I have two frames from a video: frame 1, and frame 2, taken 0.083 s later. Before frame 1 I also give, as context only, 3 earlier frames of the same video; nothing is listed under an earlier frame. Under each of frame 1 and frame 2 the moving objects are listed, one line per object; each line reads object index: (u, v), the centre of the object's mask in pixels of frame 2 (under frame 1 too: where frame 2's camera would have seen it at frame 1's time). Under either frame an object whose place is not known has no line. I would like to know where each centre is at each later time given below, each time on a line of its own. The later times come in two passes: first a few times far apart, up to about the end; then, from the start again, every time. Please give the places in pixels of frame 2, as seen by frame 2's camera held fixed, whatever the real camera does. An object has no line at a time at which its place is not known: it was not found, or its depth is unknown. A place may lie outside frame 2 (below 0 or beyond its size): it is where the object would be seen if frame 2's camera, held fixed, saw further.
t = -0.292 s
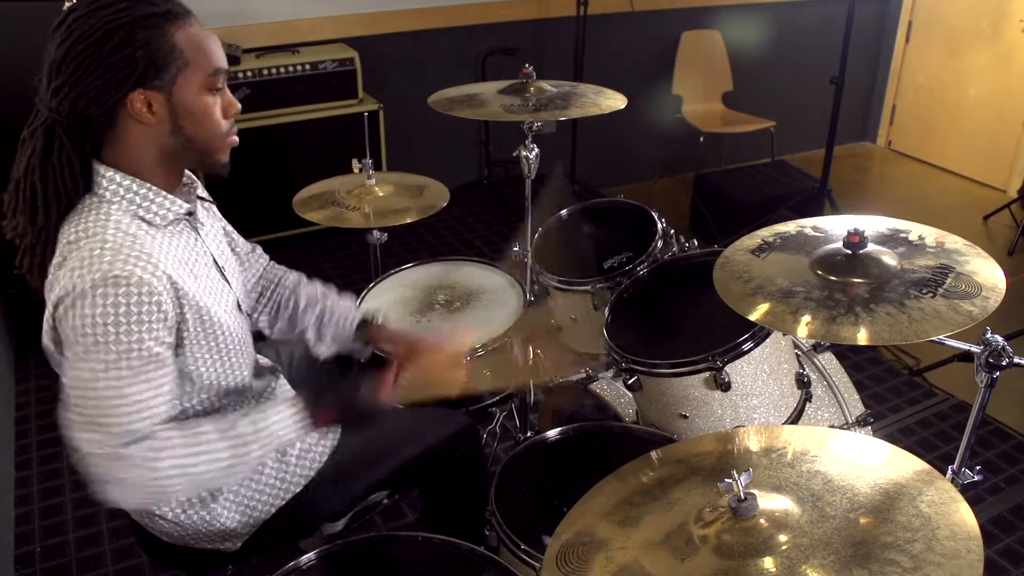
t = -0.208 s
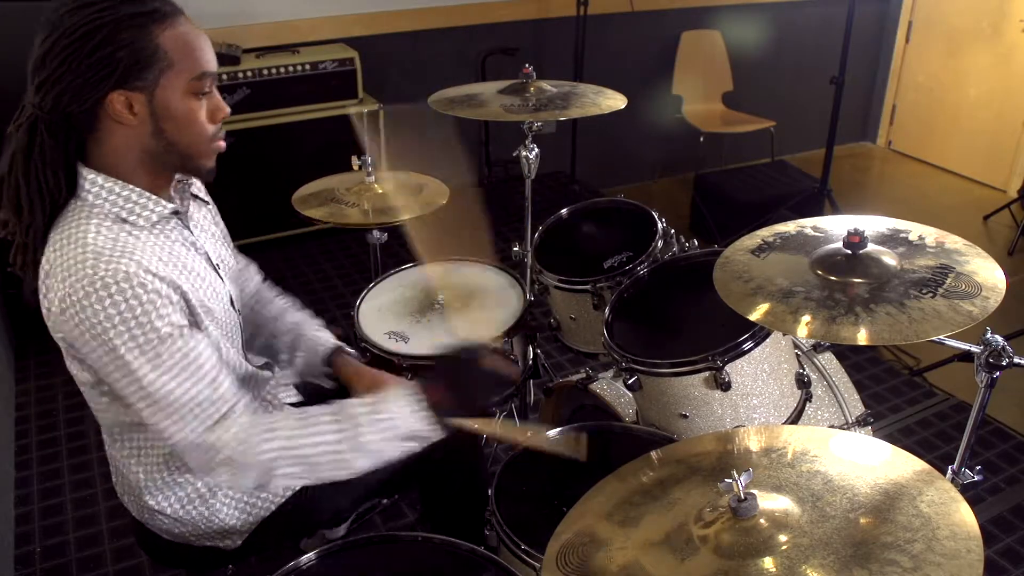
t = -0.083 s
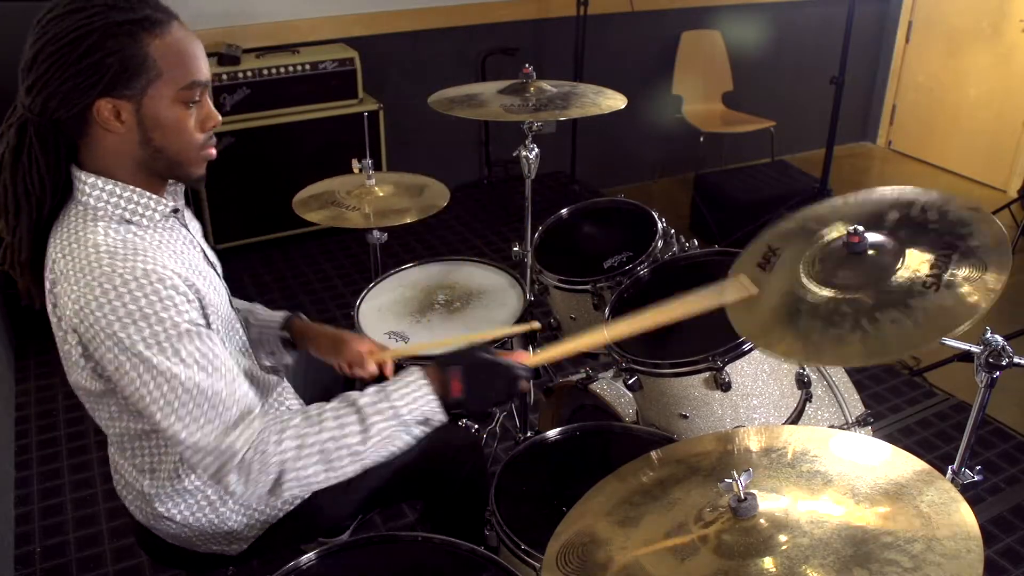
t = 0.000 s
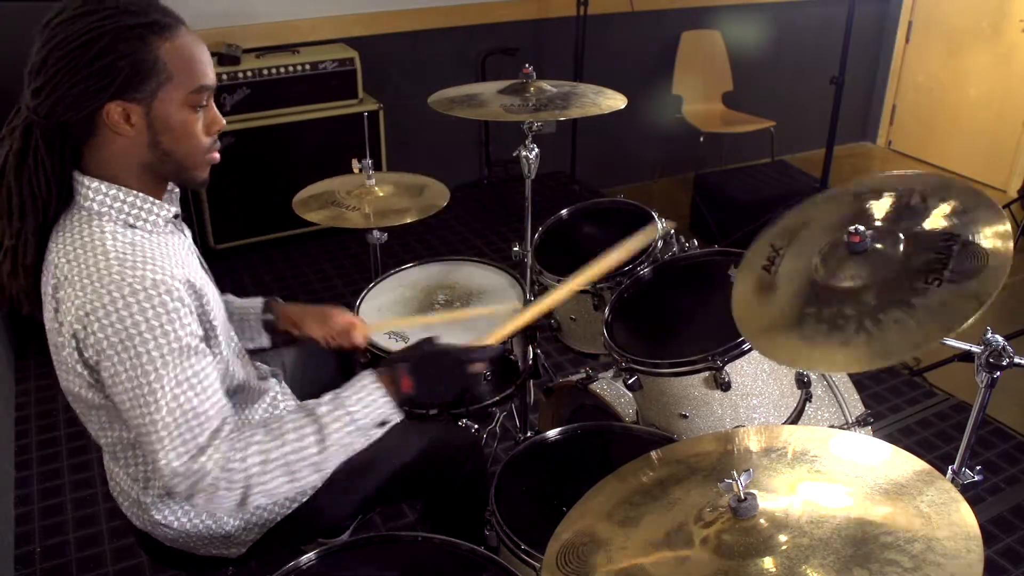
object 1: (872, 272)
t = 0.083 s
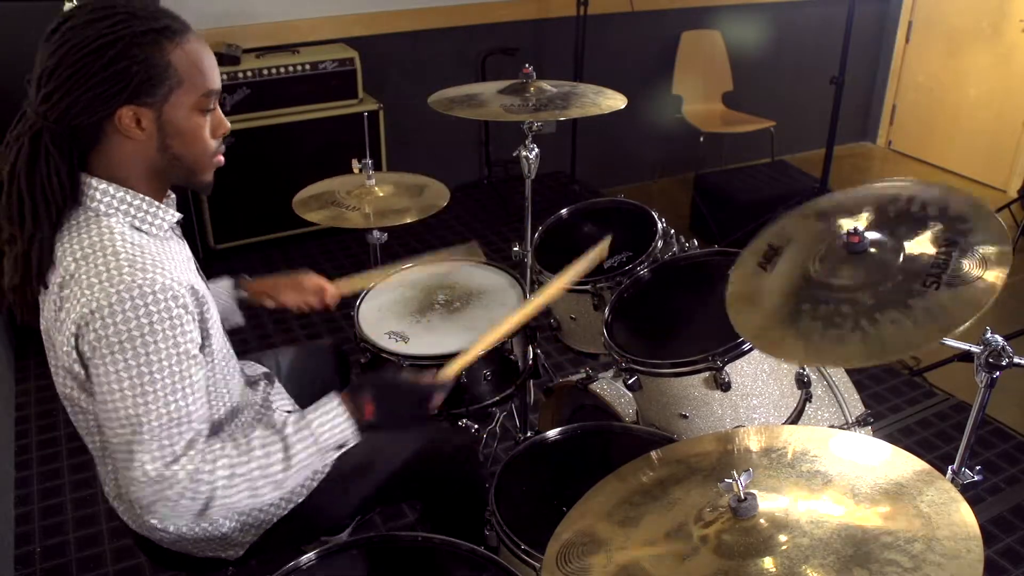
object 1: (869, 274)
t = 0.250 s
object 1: (853, 279)
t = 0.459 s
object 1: (852, 277)
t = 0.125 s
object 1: (867, 277)
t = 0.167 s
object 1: (862, 279)
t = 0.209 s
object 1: (858, 279)
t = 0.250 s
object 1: (853, 279)
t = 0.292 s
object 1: (854, 275)
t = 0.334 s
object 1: (850, 274)
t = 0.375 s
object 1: (848, 274)
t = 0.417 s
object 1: (852, 275)
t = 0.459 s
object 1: (852, 277)
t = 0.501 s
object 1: (856, 278)
